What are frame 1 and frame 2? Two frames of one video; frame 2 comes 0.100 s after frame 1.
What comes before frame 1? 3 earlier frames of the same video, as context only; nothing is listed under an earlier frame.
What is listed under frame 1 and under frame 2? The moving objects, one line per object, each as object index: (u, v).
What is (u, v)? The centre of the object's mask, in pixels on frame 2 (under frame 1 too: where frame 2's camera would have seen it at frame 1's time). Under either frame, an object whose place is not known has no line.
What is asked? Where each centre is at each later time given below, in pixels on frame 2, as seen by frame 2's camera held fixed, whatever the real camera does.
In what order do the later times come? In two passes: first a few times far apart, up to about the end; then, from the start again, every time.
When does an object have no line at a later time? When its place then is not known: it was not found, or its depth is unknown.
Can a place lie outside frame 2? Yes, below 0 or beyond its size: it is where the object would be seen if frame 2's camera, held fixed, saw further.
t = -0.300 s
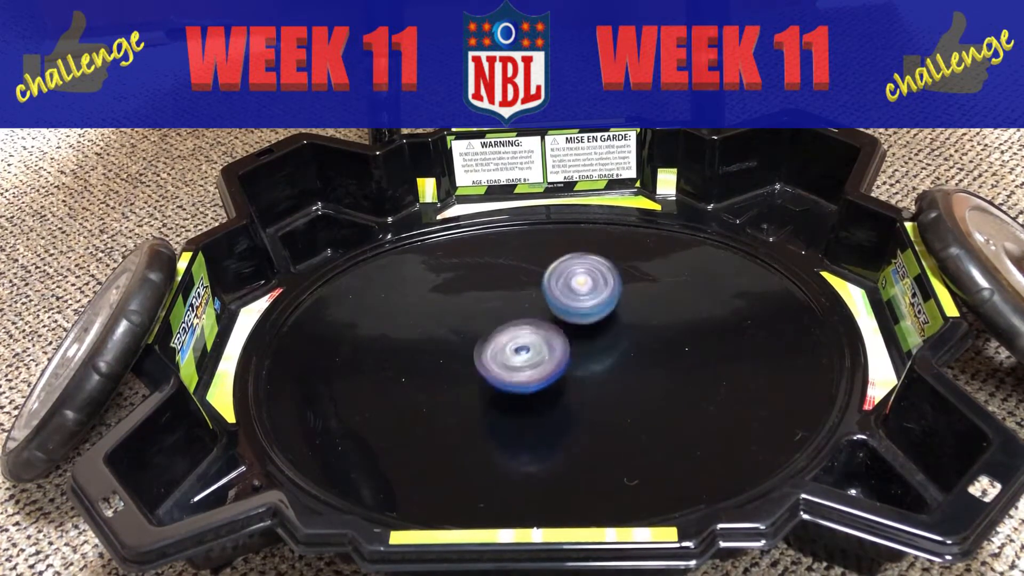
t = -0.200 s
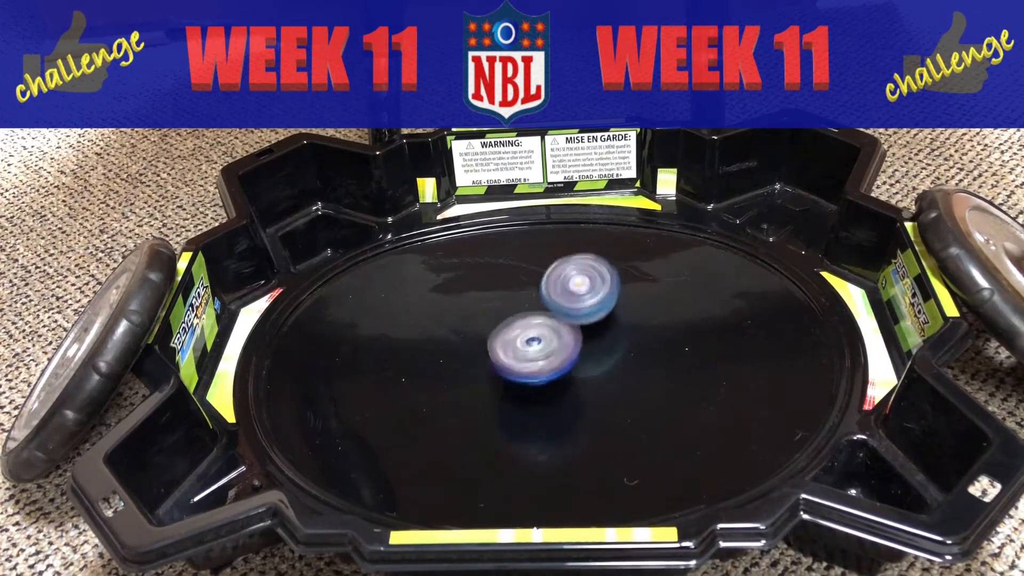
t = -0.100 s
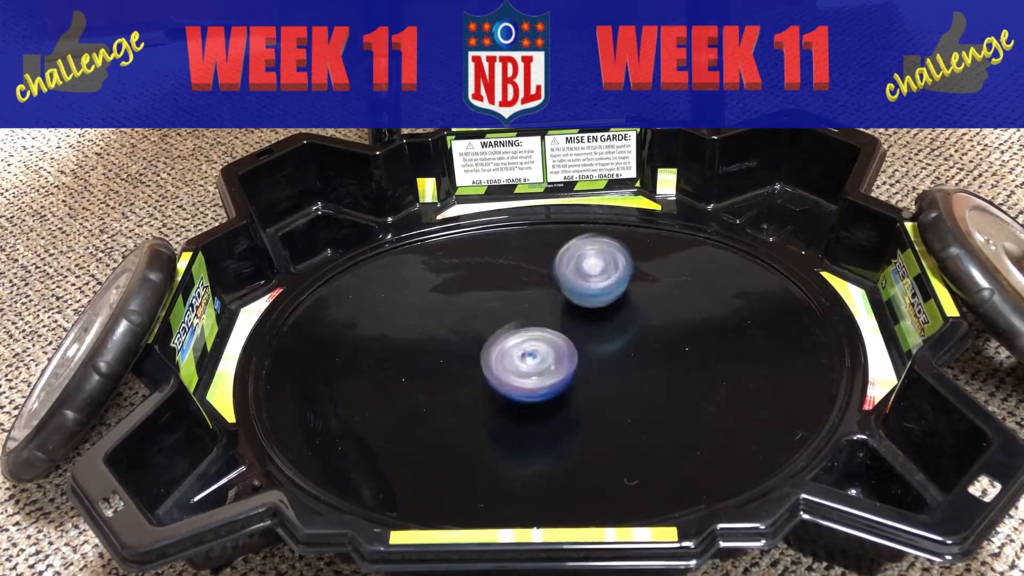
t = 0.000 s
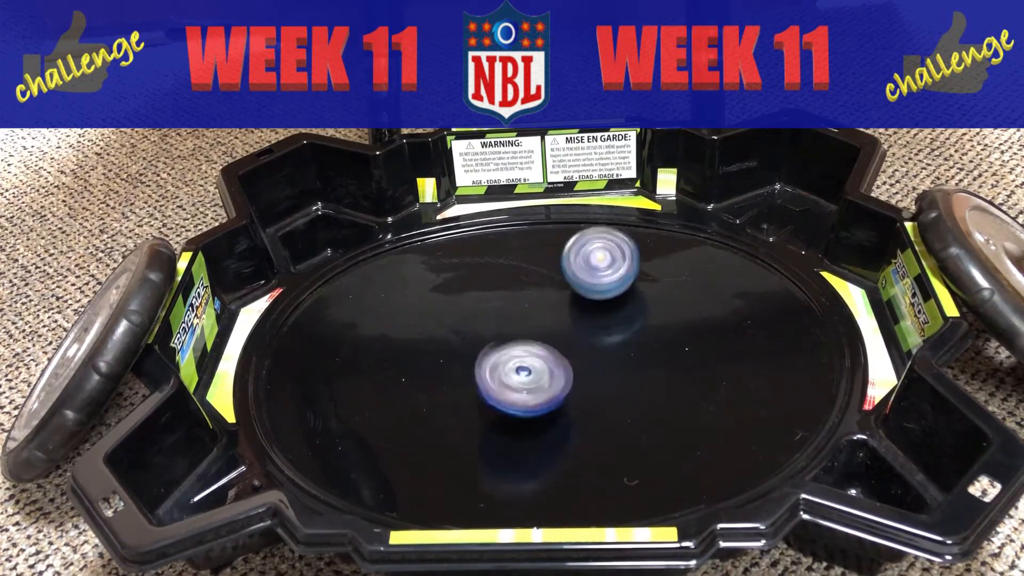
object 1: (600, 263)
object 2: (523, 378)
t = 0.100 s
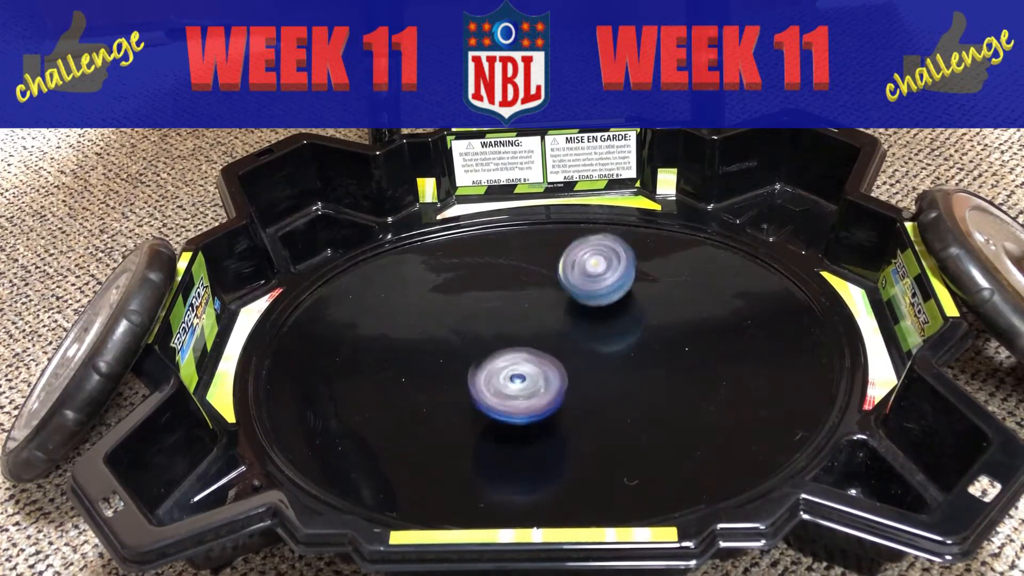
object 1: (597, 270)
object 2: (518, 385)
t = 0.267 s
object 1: (587, 288)
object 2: (517, 390)
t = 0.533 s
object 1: (546, 313)
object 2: (524, 371)
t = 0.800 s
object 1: (513, 300)
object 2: (512, 366)
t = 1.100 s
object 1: (510, 289)
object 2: (508, 354)
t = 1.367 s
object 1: (524, 294)
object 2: (512, 375)
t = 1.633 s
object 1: (512, 321)
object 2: (535, 373)
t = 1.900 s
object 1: (441, 298)
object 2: (583, 394)
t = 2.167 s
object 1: (433, 299)
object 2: (554, 354)
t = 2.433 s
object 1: (440, 319)
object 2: (516, 350)
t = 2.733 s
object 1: (430, 341)
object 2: (540, 368)
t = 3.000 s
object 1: (428, 348)
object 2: (561, 339)
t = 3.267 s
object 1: (443, 363)
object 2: (535, 343)
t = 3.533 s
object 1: (447, 375)
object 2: (553, 361)
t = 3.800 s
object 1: (453, 376)
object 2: (556, 349)
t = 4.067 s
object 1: (474, 386)
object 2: (552, 357)
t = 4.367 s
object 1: (470, 398)
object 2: (581, 330)
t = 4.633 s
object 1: (498, 387)
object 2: (591, 338)
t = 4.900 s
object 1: (530, 374)
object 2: (599, 332)
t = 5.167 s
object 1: (532, 369)
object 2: (598, 346)
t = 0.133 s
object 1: (596, 273)
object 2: (517, 388)
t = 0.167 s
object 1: (595, 276)
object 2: (517, 390)
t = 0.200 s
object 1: (593, 279)
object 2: (517, 391)
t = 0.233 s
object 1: (590, 284)
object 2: (517, 391)
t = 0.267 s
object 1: (587, 288)
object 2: (517, 390)
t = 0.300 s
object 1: (584, 292)
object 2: (518, 388)
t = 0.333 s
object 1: (580, 296)
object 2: (520, 386)
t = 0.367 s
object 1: (576, 301)
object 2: (522, 383)
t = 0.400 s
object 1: (570, 304)
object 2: (523, 381)
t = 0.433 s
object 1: (565, 307)
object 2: (525, 377)
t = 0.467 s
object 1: (560, 311)
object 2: (525, 374)
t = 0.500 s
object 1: (553, 313)
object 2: (526, 371)
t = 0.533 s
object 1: (546, 313)
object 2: (524, 371)
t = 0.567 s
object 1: (540, 313)
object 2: (525, 370)
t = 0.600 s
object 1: (536, 311)
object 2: (526, 370)
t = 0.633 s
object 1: (532, 310)
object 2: (525, 371)
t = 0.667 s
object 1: (527, 308)
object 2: (522, 370)
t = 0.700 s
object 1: (523, 307)
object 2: (519, 370)
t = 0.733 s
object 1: (519, 304)
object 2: (516, 368)
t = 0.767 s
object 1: (516, 302)
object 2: (514, 367)
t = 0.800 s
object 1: (513, 300)
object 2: (512, 366)
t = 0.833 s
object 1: (511, 298)
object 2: (511, 365)
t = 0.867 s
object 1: (510, 296)
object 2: (511, 363)
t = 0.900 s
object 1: (508, 294)
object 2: (510, 362)
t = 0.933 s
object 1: (508, 293)
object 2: (510, 361)
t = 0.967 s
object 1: (507, 291)
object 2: (510, 359)
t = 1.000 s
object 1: (508, 290)
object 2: (509, 358)
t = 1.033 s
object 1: (509, 289)
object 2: (509, 356)
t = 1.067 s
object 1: (509, 290)
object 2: (509, 355)
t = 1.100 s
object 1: (510, 289)
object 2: (508, 354)
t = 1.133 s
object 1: (512, 290)
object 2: (508, 354)
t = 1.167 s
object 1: (514, 290)
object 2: (507, 358)
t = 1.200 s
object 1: (516, 287)
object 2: (508, 362)
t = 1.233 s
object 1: (520, 286)
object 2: (509, 366)
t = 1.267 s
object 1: (522, 287)
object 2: (508, 368)
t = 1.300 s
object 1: (523, 289)
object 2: (509, 370)
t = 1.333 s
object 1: (523, 292)
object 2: (509, 373)
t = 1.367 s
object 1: (524, 294)
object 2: (512, 375)
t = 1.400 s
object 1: (524, 297)
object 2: (513, 376)
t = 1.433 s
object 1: (523, 301)
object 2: (516, 377)
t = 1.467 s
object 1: (523, 304)
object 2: (519, 377)
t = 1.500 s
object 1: (522, 307)
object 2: (522, 377)
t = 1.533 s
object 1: (520, 311)
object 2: (525, 377)
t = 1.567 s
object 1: (518, 314)
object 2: (528, 376)
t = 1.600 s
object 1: (515, 317)
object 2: (532, 374)
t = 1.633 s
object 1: (512, 321)
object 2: (535, 373)
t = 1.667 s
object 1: (504, 317)
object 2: (544, 378)
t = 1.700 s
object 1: (492, 308)
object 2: (557, 386)
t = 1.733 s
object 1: (479, 302)
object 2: (569, 393)
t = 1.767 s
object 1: (468, 299)
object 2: (577, 396)
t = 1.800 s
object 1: (458, 298)
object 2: (583, 398)
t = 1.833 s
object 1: (451, 298)
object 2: (586, 397)
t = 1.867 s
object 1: (445, 298)
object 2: (585, 396)
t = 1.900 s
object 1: (441, 298)
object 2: (583, 394)
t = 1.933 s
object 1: (438, 297)
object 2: (581, 388)
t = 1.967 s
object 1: (436, 297)
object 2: (580, 385)
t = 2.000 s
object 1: (434, 297)
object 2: (578, 381)
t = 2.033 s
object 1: (433, 297)
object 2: (573, 378)
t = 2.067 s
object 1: (432, 297)
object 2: (569, 371)
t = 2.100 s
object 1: (431, 297)
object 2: (564, 364)
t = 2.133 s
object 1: (432, 297)
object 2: (560, 359)
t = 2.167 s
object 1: (433, 299)
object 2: (554, 354)
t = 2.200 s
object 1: (435, 300)
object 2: (545, 351)
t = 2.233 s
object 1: (437, 303)
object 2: (536, 344)
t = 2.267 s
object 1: (439, 306)
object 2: (531, 341)
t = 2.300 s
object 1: (440, 309)
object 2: (525, 343)
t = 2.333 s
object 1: (442, 312)
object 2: (519, 343)
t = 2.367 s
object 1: (440, 314)
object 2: (516, 344)
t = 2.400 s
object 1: (441, 316)
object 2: (516, 346)
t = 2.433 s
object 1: (440, 319)
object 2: (516, 350)
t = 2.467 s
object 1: (440, 322)
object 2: (514, 353)
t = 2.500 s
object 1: (439, 325)
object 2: (514, 355)
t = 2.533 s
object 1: (438, 328)
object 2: (516, 360)
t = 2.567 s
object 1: (437, 331)
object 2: (517, 363)
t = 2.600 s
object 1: (436, 334)
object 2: (521, 365)
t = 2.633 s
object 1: (435, 336)
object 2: (525, 367)
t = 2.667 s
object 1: (433, 338)
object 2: (531, 368)
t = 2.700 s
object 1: (432, 340)
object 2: (535, 368)
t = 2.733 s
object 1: (430, 341)
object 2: (540, 368)
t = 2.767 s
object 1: (429, 342)
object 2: (546, 366)
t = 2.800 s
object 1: (428, 343)
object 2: (549, 364)
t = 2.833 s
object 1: (427, 344)
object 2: (555, 360)
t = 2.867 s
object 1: (426, 345)
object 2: (558, 356)
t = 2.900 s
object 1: (426, 346)
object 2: (559, 352)
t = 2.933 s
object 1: (426, 347)
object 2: (563, 346)
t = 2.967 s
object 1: (426, 348)
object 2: (562, 345)
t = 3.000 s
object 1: (428, 348)
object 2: (561, 339)
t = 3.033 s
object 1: (429, 350)
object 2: (560, 339)
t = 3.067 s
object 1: (431, 351)
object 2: (556, 337)
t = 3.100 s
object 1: (433, 352)
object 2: (556, 335)
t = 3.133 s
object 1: (436, 354)
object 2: (550, 336)
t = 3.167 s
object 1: (438, 356)
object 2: (546, 336)
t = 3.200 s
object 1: (440, 358)
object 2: (544, 339)
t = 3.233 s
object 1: (442, 361)
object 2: (536, 339)
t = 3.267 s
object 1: (443, 363)
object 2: (535, 343)
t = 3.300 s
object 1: (445, 366)
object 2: (530, 346)
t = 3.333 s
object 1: (446, 368)
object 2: (531, 349)
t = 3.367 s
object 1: (445, 370)
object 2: (529, 354)
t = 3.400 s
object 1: (446, 371)
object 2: (532, 357)
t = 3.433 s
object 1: (446, 372)
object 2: (538, 360)
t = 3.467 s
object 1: (446, 373)
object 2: (544, 361)
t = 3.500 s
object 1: (447, 374)
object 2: (549, 363)
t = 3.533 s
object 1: (447, 375)
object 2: (553, 361)
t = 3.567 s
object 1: (446, 376)
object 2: (556, 361)
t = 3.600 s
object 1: (445, 376)
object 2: (557, 355)
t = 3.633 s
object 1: (445, 376)
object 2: (560, 354)
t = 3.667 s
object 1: (446, 376)
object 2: (560, 351)
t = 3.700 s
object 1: (447, 376)
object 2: (559, 354)
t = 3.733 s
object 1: (448, 376)
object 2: (559, 350)
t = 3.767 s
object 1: (451, 376)
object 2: (557, 351)
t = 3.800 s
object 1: (453, 376)
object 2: (556, 349)
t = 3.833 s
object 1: (456, 377)
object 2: (555, 352)
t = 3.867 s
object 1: (458, 378)
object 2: (554, 353)
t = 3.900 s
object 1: (462, 379)
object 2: (550, 353)
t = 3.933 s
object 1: (464, 380)
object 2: (552, 355)
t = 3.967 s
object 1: (467, 381)
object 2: (552, 355)
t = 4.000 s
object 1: (469, 383)
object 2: (554, 355)
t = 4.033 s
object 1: (472, 384)
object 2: (554, 355)
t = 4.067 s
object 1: (474, 386)
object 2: (552, 357)
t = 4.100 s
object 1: (476, 387)
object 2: (551, 356)
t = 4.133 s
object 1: (477, 389)
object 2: (548, 356)
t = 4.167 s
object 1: (473, 393)
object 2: (552, 353)
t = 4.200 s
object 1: (467, 396)
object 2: (564, 350)
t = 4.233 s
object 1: (463, 398)
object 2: (573, 339)
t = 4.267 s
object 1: (463, 399)
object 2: (577, 334)
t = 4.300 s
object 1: (465, 399)
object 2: (581, 330)
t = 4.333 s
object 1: (467, 399)
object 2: (580, 328)
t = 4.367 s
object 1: (470, 398)
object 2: (581, 330)
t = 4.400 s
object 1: (472, 397)
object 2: (583, 329)
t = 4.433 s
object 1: (474, 397)
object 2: (582, 330)
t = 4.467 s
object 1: (476, 398)
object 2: (583, 333)
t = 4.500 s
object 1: (478, 398)
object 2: (585, 337)
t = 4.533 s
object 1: (480, 396)
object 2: (586, 339)
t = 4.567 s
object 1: (484, 394)
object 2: (587, 341)
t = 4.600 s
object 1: (490, 391)
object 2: (590, 341)
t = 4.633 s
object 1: (498, 387)
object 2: (591, 338)
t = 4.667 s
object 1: (506, 383)
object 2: (586, 339)
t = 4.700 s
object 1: (515, 380)
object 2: (584, 339)
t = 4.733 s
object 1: (526, 376)
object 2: (588, 338)
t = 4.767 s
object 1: (533, 373)
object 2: (590, 335)
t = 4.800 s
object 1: (531, 374)
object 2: (594, 335)
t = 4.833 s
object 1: (531, 374)
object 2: (597, 333)
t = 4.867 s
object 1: (530, 375)
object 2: (599, 332)
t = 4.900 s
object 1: (530, 374)
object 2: (599, 332)
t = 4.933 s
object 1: (529, 374)
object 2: (598, 331)
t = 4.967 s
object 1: (530, 374)
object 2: (599, 332)
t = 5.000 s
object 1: (531, 374)
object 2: (598, 333)
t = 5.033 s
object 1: (531, 373)
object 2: (597, 335)
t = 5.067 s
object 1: (531, 373)
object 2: (597, 338)
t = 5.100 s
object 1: (532, 372)
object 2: (598, 340)
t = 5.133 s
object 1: (532, 371)
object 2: (598, 343)
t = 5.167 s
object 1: (532, 369)
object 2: (598, 346)
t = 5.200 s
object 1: (530, 366)
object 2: (598, 350)
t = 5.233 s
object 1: (525, 360)
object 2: (599, 352)
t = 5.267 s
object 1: (522, 356)
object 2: (600, 354)
